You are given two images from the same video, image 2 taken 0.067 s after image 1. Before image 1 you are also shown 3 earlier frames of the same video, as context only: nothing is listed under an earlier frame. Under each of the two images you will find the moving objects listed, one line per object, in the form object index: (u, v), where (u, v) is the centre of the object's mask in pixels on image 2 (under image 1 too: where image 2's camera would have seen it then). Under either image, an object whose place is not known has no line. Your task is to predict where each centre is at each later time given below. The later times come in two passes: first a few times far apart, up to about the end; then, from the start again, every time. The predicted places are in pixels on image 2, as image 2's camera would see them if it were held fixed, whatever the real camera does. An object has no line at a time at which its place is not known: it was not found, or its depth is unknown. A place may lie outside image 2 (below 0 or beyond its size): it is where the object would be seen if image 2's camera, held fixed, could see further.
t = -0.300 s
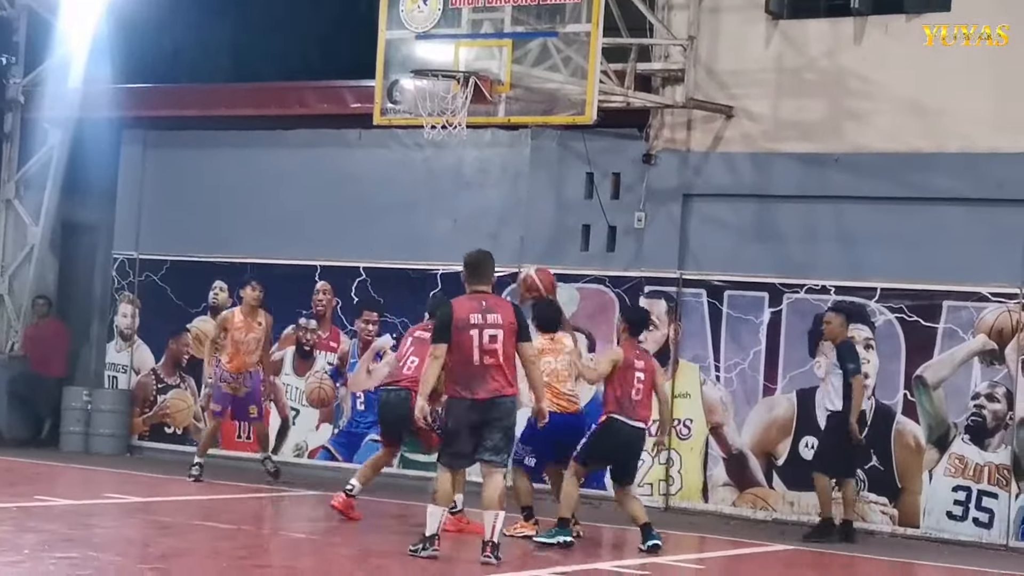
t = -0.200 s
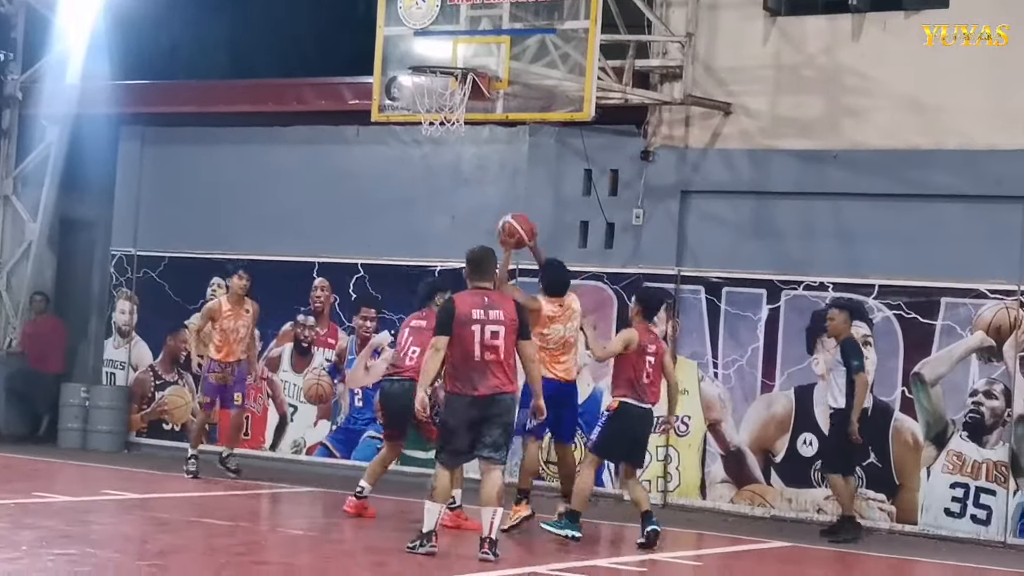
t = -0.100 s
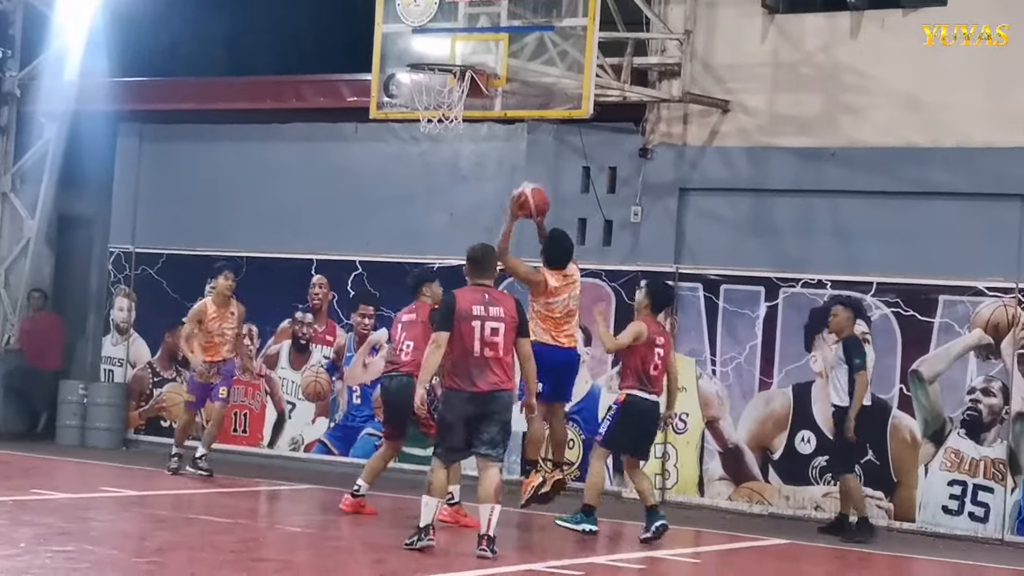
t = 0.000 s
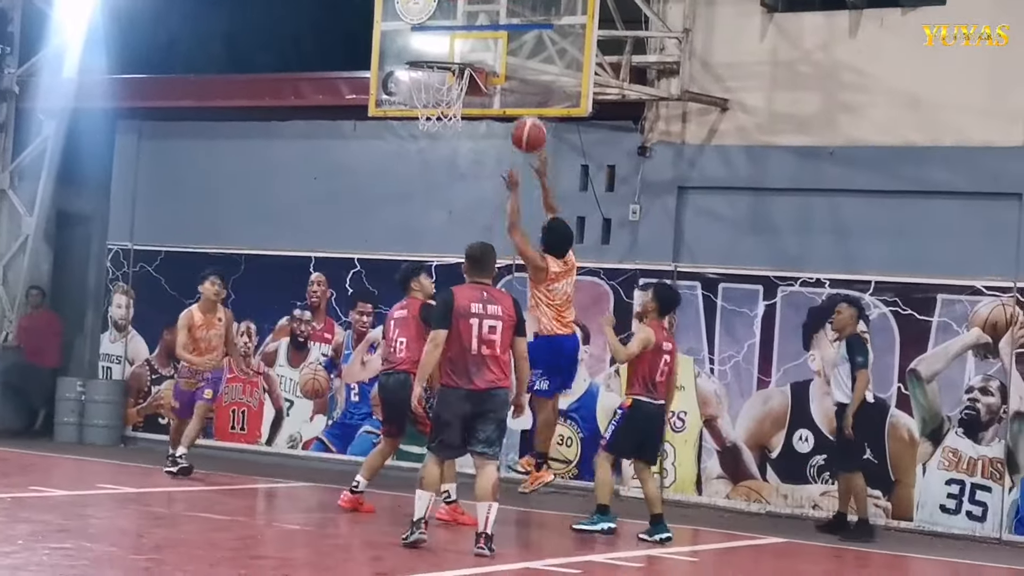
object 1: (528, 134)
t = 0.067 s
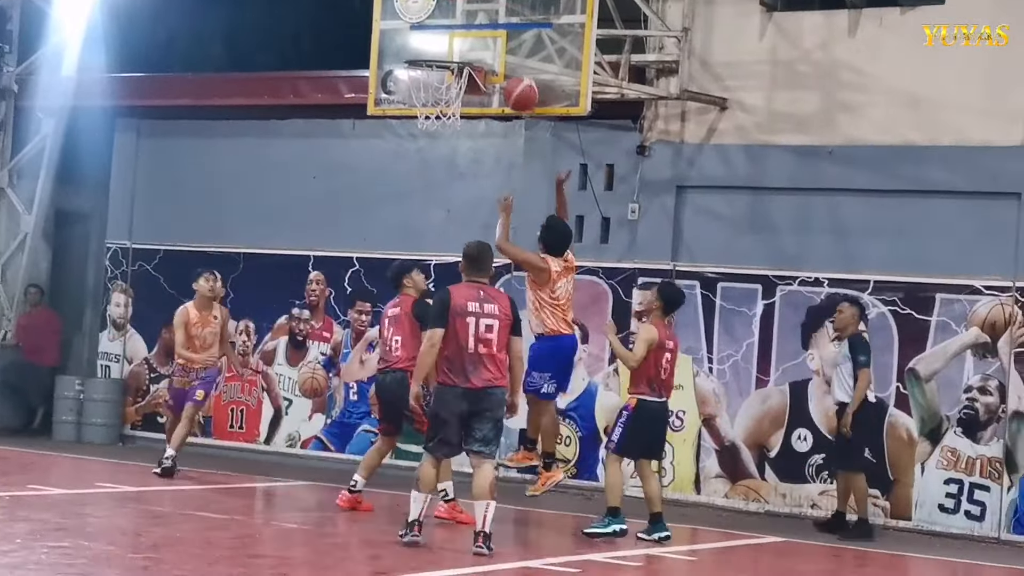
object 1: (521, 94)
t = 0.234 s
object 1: (488, 44)
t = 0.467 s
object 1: (434, 47)
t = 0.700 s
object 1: (455, 101)
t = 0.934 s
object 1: (456, 144)
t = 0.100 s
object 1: (517, 79)
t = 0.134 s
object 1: (511, 68)
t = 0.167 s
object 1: (503, 59)
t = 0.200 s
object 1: (496, 50)
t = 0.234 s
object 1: (488, 44)
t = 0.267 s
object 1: (481, 40)
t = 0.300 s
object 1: (473, 37)
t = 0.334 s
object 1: (466, 35)
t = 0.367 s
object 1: (458, 37)
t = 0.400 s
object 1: (450, 38)
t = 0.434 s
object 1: (442, 43)
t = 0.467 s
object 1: (434, 47)
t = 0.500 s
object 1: (426, 54)
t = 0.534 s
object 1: (433, 61)
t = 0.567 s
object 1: (436, 64)
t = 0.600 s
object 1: (441, 71)
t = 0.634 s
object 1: (447, 81)
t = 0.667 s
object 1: (453, 94)
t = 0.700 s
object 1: (455, 101)
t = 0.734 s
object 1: (457, 102)
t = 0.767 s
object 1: (458, 106)
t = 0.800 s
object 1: (457, 113)
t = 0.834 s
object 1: (457, 119)
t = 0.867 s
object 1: (457, 126)
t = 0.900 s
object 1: (457, 134)
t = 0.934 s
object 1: (456, 144)
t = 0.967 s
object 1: (454, 156)
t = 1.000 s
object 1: (453, 170)
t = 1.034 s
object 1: (452, 186)
